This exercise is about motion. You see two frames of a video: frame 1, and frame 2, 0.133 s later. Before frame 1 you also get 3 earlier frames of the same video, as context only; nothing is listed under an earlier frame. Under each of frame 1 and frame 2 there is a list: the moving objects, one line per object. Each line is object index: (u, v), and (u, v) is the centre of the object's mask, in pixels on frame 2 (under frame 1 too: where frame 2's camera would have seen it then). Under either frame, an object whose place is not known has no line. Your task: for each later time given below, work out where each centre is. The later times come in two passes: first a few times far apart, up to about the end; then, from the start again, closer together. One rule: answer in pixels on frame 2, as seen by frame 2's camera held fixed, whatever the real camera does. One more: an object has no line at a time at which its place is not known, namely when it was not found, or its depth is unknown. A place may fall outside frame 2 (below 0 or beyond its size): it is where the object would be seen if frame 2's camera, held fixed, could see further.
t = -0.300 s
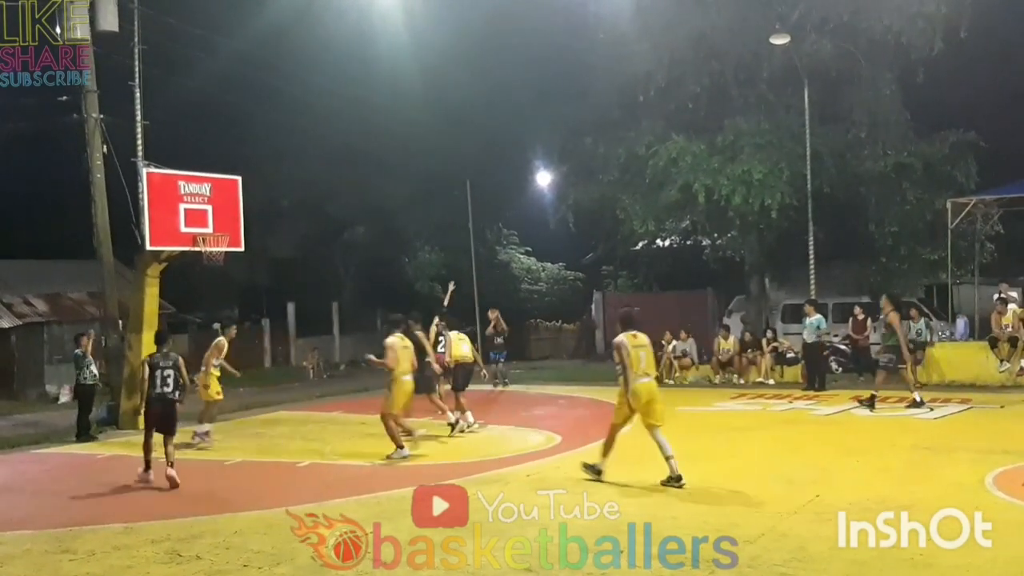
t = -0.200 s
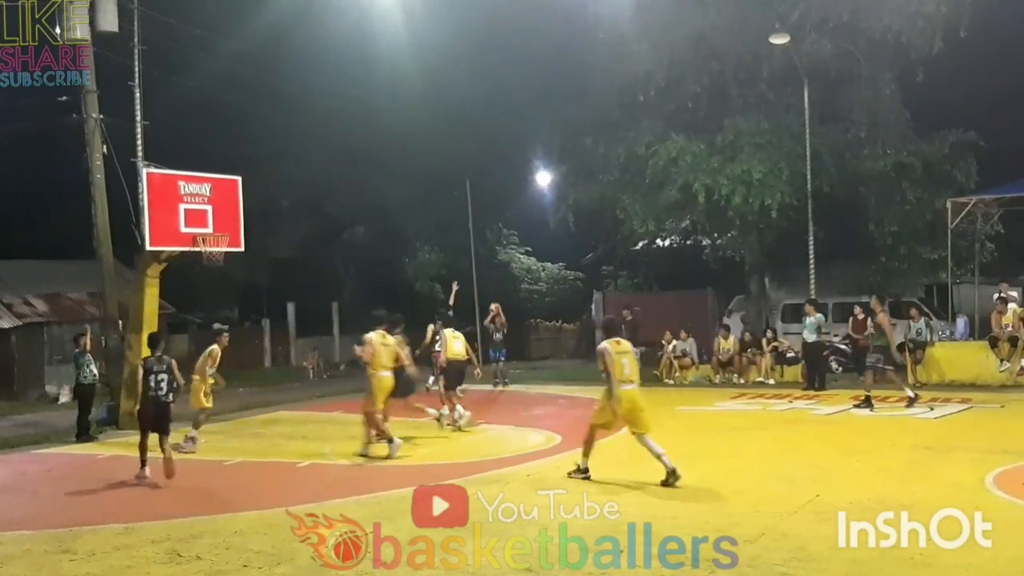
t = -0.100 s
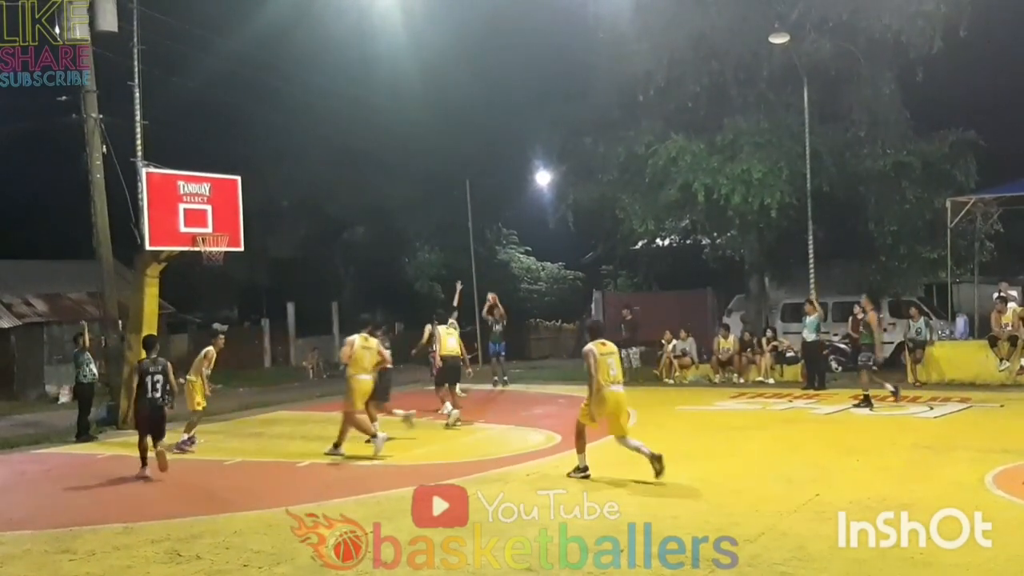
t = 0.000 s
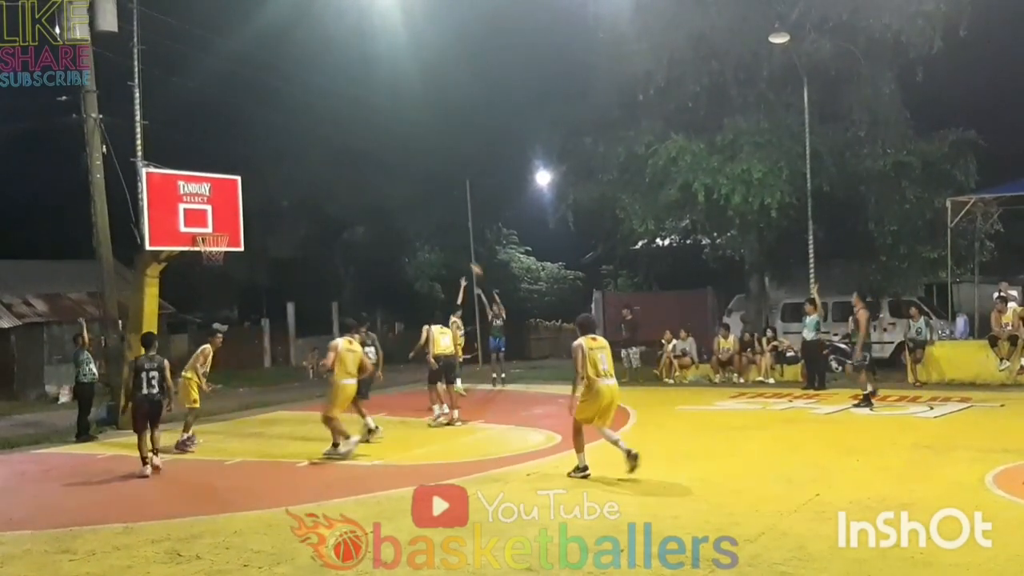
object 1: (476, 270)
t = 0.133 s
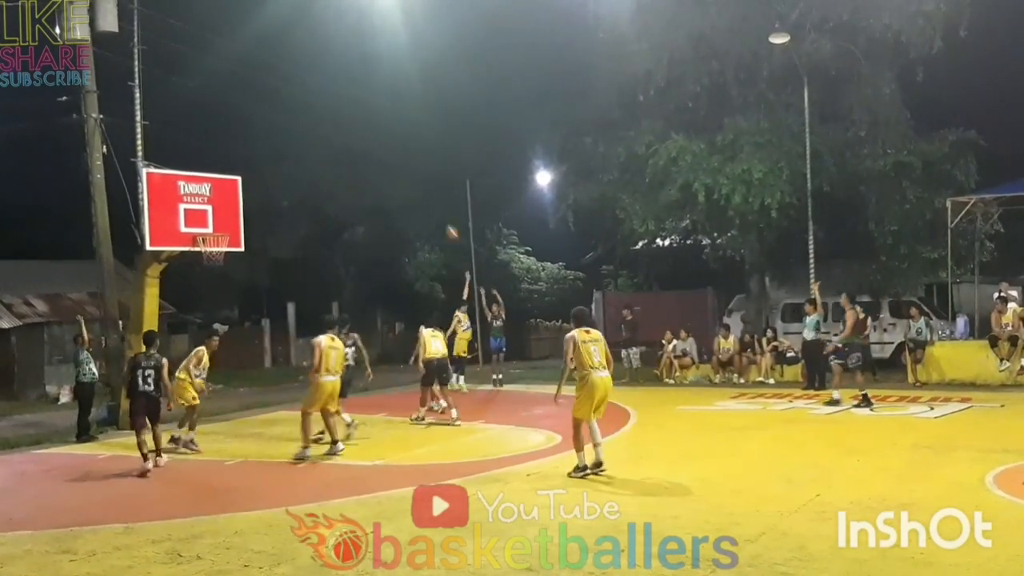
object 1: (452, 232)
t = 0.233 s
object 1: (433, 209)
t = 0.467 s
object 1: (385, 169)
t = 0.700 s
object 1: (336, 156)
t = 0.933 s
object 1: (283, 172)
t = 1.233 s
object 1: (207, 243)
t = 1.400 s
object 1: (193, 255)
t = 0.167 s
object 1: (446, 223)
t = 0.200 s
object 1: (439, 216)
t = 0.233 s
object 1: (433, 209)
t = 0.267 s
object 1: (426, 201)
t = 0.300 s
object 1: (420, 194)
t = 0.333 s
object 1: (413, 189)
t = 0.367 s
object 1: (406, 183)
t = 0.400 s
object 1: (399, 178)
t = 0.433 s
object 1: (393, 173)
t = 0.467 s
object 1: (385, 169)
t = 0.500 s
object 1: (378, 165)
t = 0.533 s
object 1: (372, 162)
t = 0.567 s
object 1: (365, 160)
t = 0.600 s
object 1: (358, 158)
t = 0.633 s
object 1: (351, 157)
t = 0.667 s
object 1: (344, 156)
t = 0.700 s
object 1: (336, 156)
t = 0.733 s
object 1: (329, 156)
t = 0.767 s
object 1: (321, 157)
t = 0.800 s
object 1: (314, 158)
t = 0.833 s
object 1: (306, 161)
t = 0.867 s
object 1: (298, 164)
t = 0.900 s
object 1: (291, 168)
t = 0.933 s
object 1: (283, 172)
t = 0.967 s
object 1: (275, 178)
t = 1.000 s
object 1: (267, 184)
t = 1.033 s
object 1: (259, 190)
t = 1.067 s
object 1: (252, 197)
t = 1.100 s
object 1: (244, 205)
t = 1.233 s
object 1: (207, 243)
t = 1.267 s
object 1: (201, 249)
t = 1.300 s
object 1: (198, 249)
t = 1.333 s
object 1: (197, 253)
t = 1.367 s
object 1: (194, 253)
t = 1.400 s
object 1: (193, 255)
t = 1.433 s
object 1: (190, 257)
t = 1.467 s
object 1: (188, 260)
